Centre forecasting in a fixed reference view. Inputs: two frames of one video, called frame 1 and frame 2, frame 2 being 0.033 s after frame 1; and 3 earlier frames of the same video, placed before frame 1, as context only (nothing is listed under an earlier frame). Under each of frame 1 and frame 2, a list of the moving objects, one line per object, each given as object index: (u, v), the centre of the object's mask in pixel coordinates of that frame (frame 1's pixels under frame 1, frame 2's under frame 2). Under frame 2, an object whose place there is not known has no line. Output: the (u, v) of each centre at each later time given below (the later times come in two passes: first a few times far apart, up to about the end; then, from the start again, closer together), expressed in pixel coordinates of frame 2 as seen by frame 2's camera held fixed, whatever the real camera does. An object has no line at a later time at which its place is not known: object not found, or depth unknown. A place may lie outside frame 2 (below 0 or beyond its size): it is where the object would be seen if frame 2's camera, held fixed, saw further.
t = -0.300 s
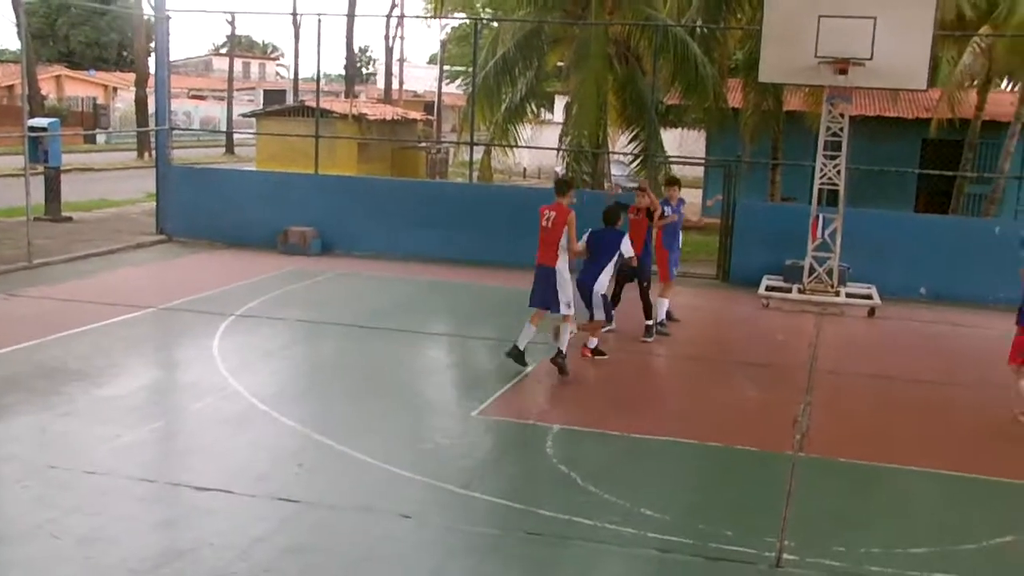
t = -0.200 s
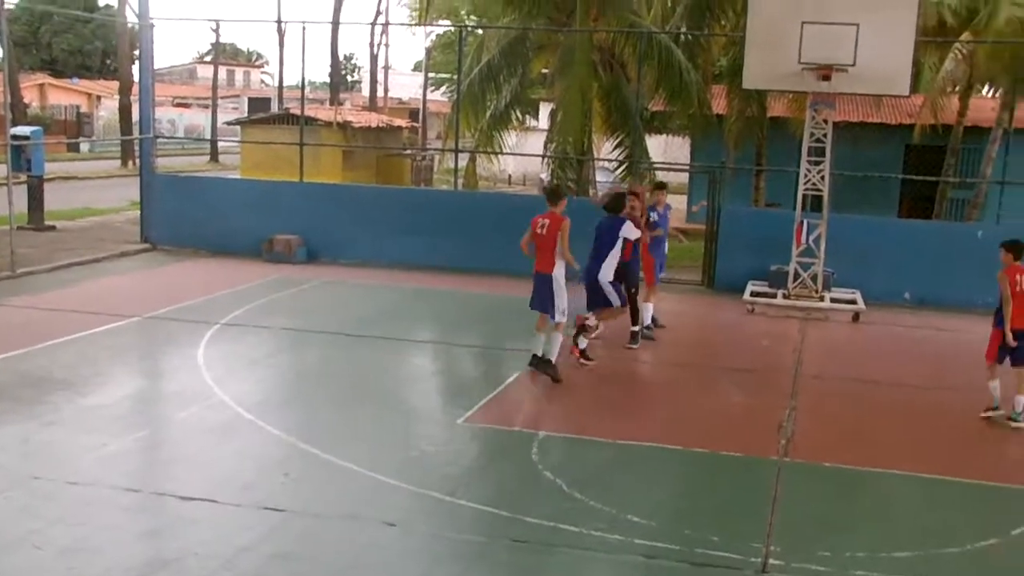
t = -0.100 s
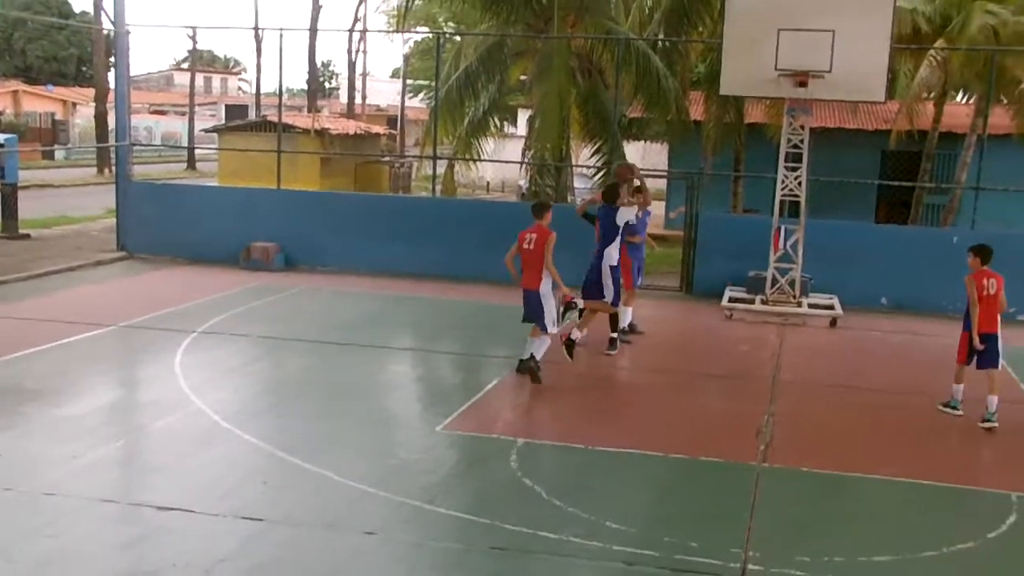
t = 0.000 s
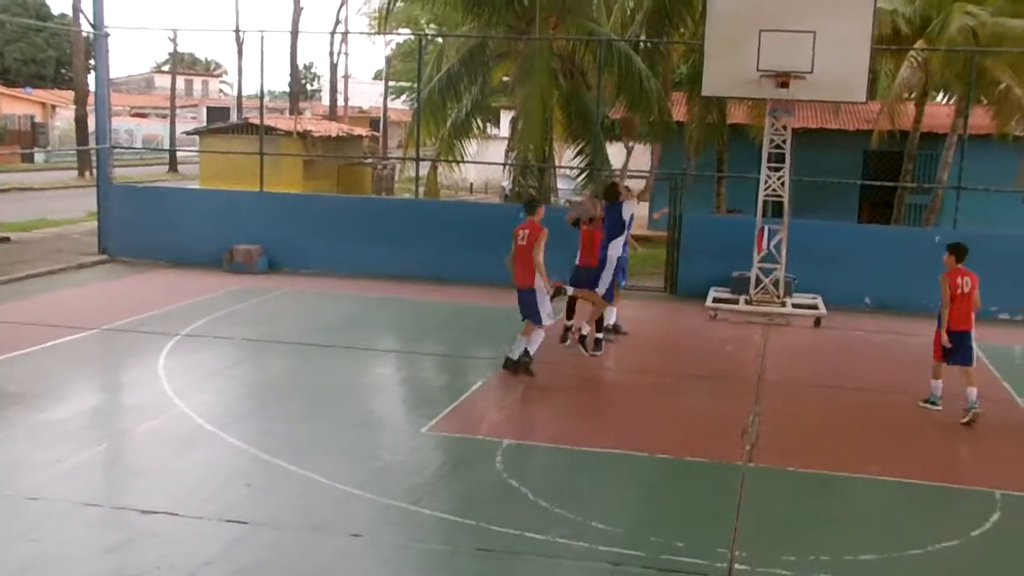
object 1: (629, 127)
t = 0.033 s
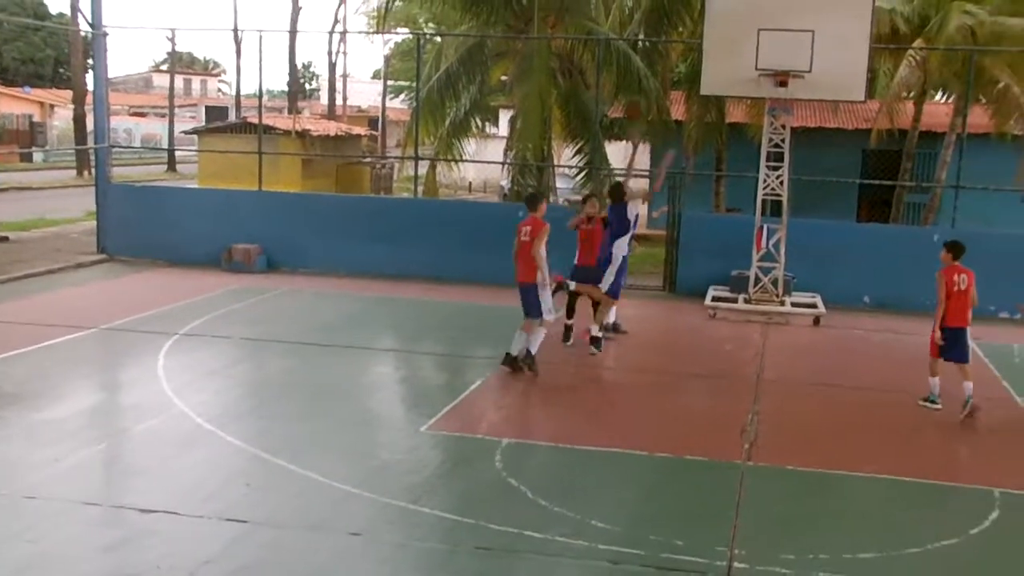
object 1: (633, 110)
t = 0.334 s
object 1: (700, 27)
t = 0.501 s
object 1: (728, 21)
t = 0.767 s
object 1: (749, 67)
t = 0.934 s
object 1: (729, 106)
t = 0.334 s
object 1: (700, 27)
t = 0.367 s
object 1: (706, 24)
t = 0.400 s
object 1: (713, 21)
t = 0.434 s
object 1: (718, 19)
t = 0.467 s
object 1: (724, 19)
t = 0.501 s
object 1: (728, 21)
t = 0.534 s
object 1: (731, 23)
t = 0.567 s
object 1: (734, 26)
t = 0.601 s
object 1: (737, 30)
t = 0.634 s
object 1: (739, 35)
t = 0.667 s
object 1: (742, 42)
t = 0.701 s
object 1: (744, 49)
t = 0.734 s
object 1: (747, 58)
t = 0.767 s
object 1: (749, 67)
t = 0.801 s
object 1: (747, 74)
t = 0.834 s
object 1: (742, 80)
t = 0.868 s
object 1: (736, 88)
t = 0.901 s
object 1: (732, 96)
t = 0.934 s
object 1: (729, 106)
